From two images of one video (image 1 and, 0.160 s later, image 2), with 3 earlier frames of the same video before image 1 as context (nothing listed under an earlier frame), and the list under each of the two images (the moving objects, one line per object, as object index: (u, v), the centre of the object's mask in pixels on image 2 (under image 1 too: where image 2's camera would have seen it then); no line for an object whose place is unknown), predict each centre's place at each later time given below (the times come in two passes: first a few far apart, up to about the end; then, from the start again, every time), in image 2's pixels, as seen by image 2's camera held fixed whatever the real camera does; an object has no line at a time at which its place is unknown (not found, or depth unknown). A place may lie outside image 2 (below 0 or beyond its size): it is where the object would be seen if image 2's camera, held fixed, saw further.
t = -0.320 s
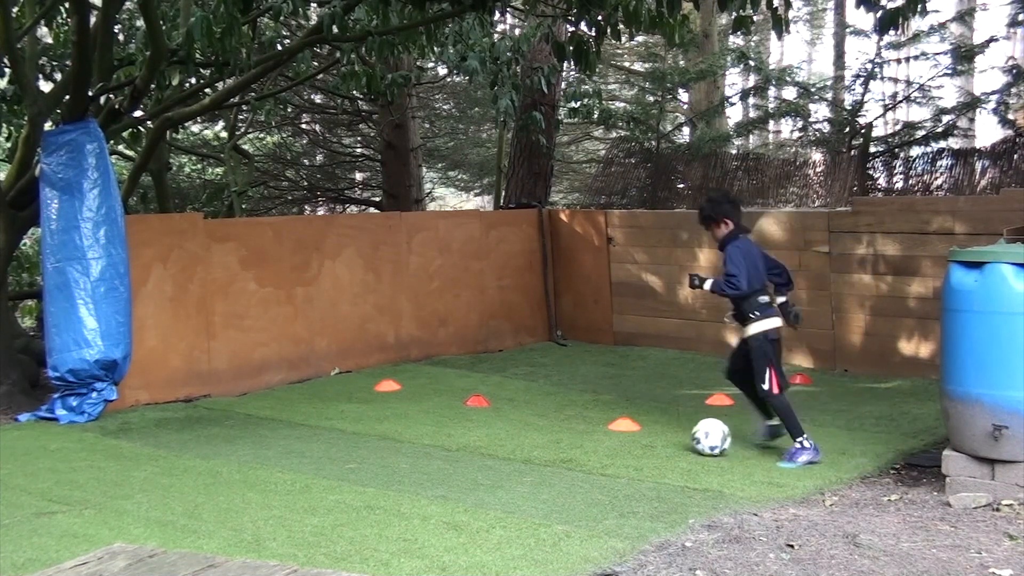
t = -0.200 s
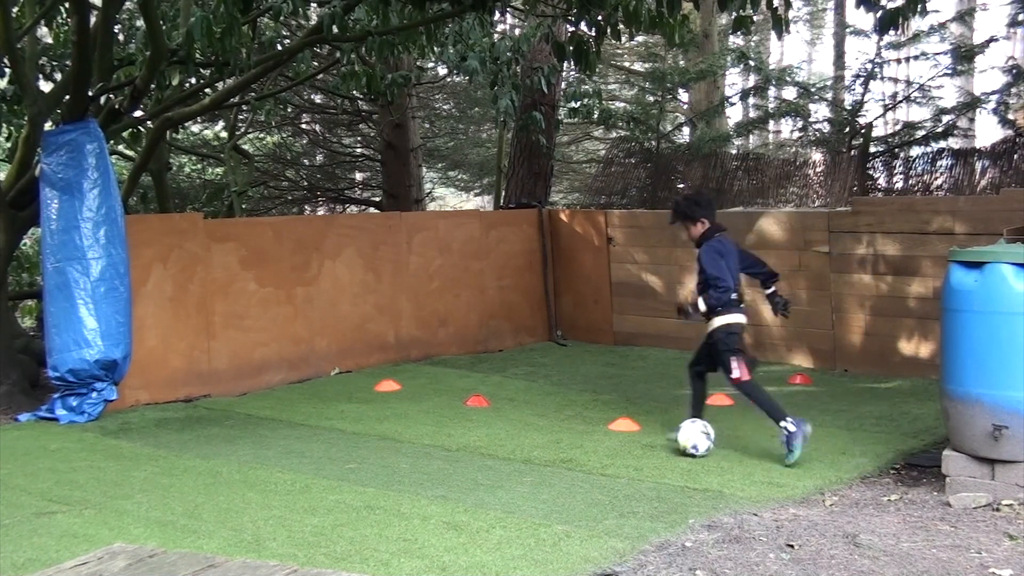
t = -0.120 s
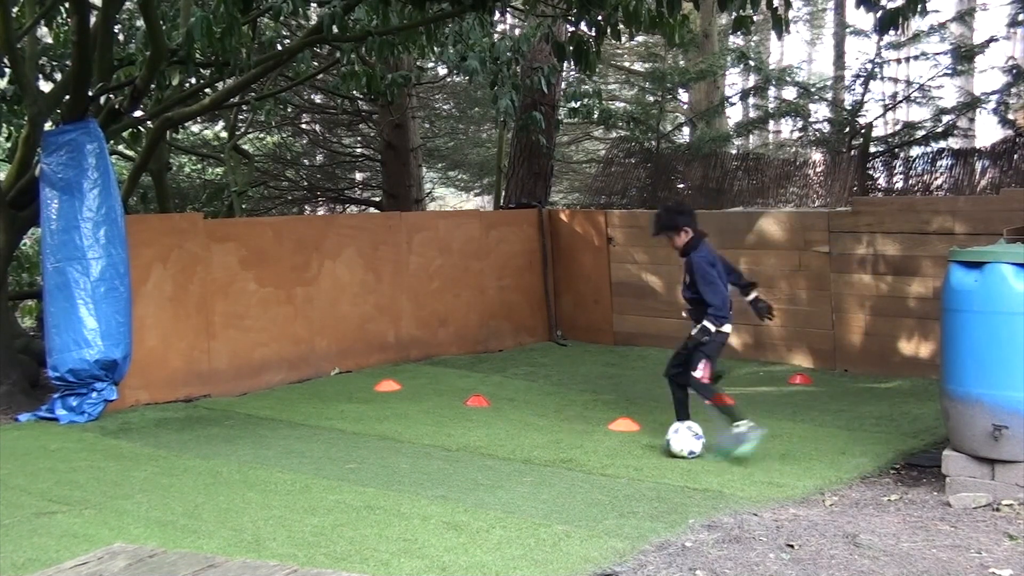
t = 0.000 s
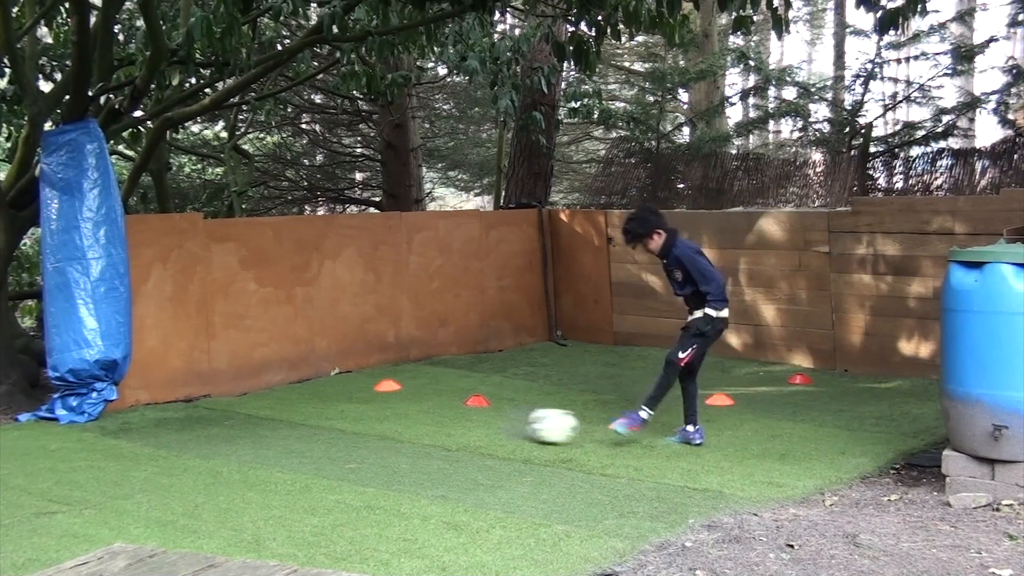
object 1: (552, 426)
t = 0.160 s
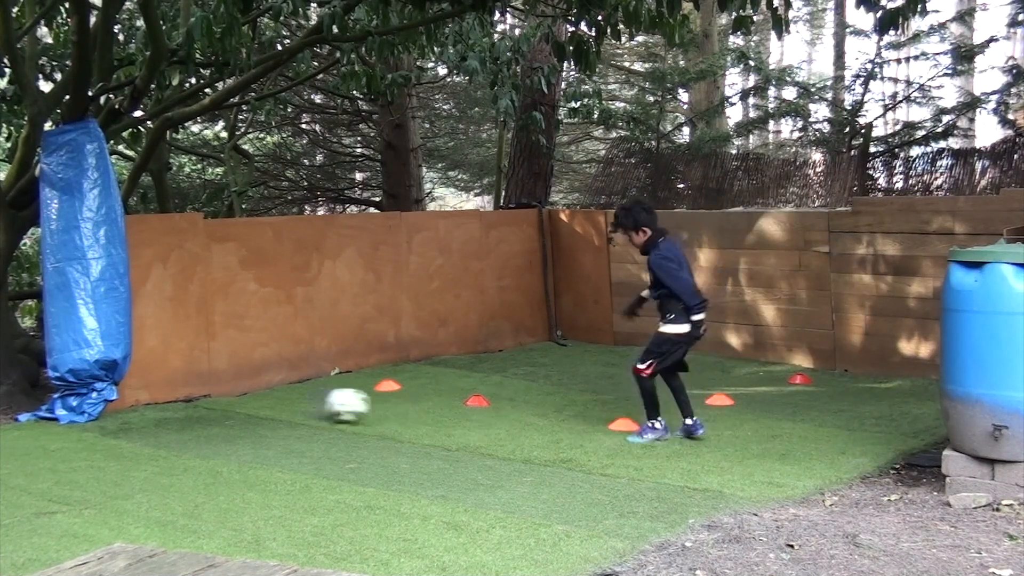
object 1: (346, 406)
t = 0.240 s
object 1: (260, 402)
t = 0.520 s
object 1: (211, 396)
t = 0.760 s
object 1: (297, 419)
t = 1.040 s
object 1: (384, 435)
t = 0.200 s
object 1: (302, 404)
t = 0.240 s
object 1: (260, 402)
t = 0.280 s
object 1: (223, 397)
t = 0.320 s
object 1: (187, 393)
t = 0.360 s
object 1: (155, 390)
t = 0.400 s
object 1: (166, 388)
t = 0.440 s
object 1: (180, 388)
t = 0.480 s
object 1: (195, 390)
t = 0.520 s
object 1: (211, 396)
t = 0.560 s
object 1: (228, 403)
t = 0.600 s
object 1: (243, 413)
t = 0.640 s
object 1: (256, 412)
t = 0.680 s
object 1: (270, 411)
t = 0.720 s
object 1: (284, 413)
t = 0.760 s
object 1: (297, 419)
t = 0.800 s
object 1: (312, 426)
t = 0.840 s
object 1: (324, 425)
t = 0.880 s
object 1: (336, 424)
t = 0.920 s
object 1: (349, 426)
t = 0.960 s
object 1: (361, 432)
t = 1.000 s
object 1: (374, 435)
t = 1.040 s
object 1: (384, 435)
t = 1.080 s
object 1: (395, 438)
